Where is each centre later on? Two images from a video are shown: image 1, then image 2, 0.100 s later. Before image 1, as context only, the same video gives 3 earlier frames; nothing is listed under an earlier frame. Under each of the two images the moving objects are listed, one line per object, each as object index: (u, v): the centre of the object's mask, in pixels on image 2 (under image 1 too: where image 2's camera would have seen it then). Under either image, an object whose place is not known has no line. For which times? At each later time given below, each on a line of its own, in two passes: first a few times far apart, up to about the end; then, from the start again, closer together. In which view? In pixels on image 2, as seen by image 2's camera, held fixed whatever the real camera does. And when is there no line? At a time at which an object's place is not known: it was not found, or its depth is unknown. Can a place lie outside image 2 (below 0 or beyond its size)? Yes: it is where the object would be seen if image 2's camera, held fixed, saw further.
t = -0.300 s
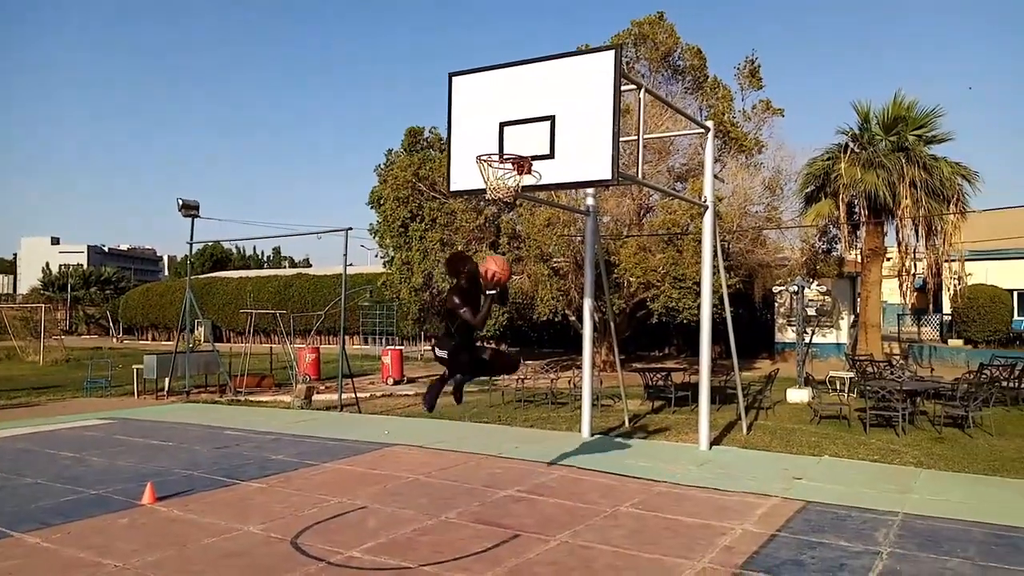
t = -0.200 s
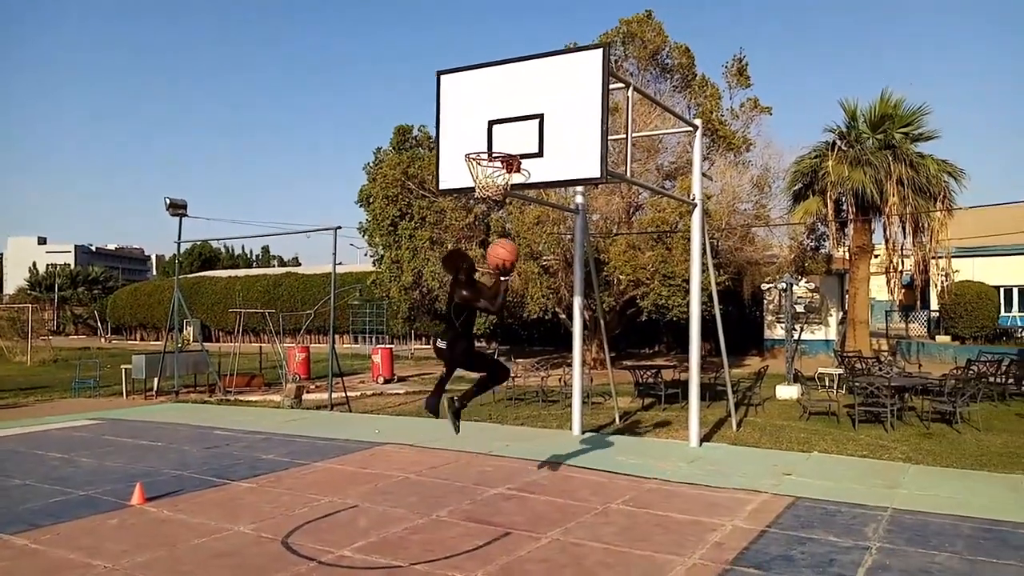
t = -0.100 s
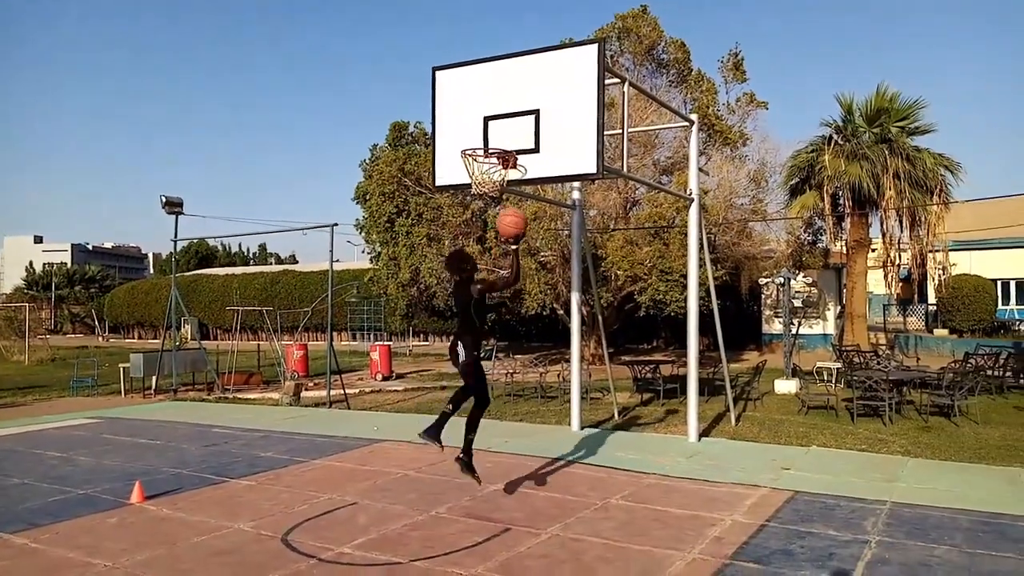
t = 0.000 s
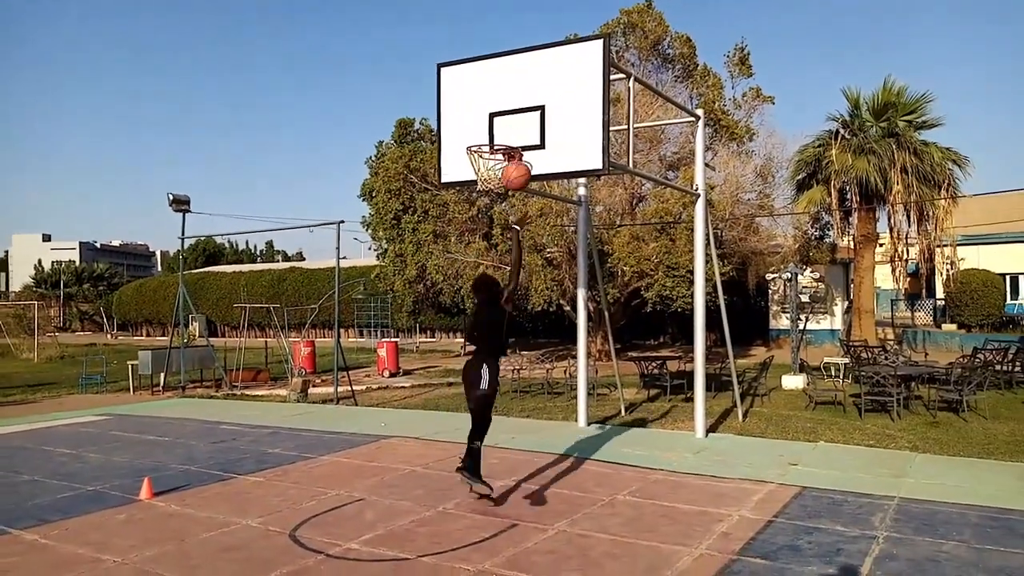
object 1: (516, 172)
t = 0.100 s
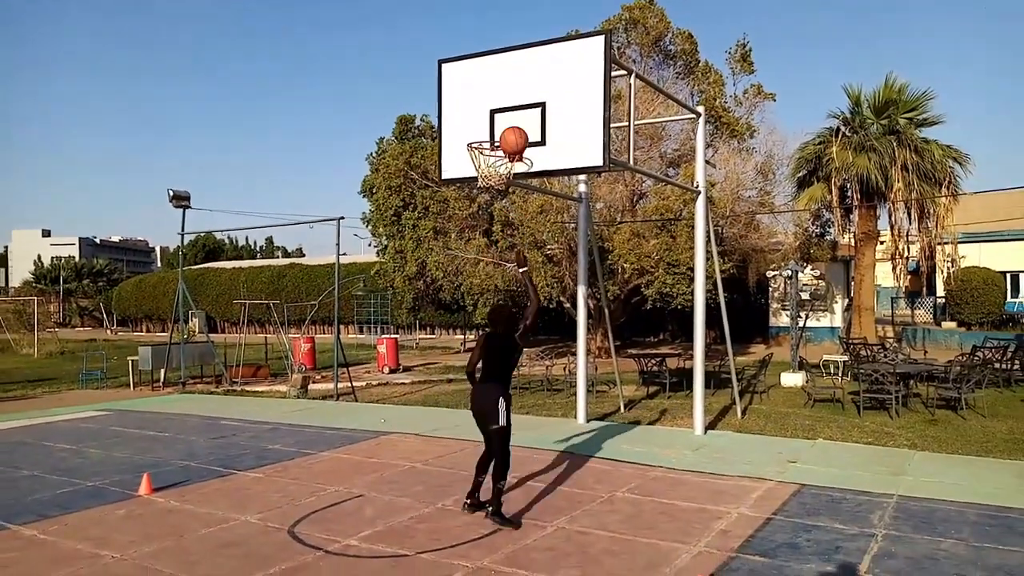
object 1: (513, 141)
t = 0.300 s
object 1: (509, 117)
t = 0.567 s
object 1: (485, 145)
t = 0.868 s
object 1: (488, 189)
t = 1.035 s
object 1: (504, 227)
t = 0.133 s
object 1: (513, 133)
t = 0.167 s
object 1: (512, 127)
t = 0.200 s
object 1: (511, 122)
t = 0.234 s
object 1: (511, 119)
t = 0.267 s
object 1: (510, 117)
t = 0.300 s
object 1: (509, 117)
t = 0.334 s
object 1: (509, 117)
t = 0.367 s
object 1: (509, 119)
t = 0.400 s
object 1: (508, 122)
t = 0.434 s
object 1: (503, 124)
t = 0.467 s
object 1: (499, 127)
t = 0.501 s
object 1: (494, 131)
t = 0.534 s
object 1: (490, 138)
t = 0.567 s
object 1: (485, 145)
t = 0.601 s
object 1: (480, 153)
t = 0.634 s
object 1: (477, 161)
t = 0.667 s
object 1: (475, 165)
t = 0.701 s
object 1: (477, 169)
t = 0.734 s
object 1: (479, 170)
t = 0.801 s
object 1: (481, 186)
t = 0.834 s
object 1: (484, 184)
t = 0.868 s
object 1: (488, 189)
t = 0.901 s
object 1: (492, 192)
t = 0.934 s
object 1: (495, 198)
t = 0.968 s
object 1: (498, 206)
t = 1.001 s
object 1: (500, 214)
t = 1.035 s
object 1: (504, 227)
